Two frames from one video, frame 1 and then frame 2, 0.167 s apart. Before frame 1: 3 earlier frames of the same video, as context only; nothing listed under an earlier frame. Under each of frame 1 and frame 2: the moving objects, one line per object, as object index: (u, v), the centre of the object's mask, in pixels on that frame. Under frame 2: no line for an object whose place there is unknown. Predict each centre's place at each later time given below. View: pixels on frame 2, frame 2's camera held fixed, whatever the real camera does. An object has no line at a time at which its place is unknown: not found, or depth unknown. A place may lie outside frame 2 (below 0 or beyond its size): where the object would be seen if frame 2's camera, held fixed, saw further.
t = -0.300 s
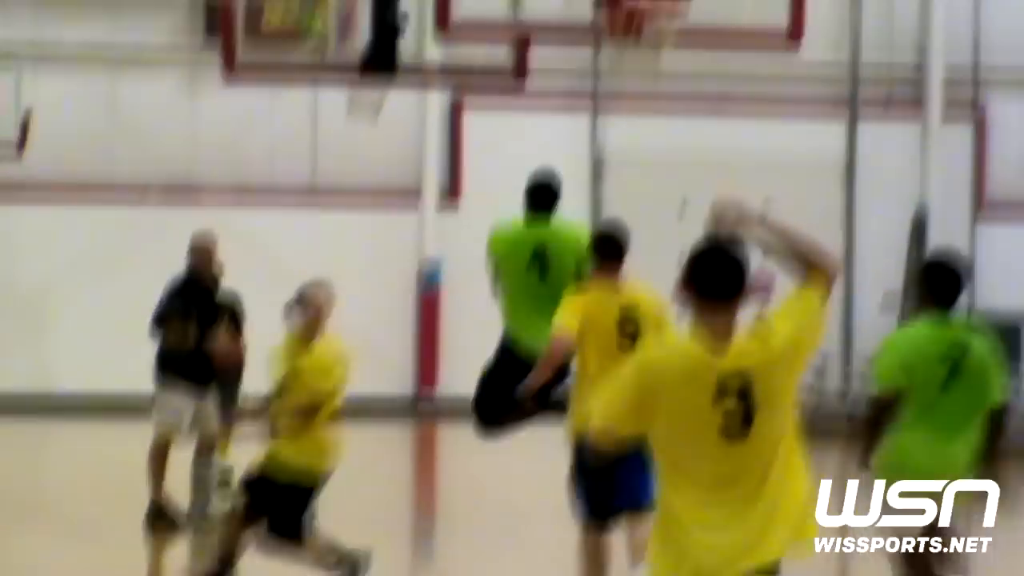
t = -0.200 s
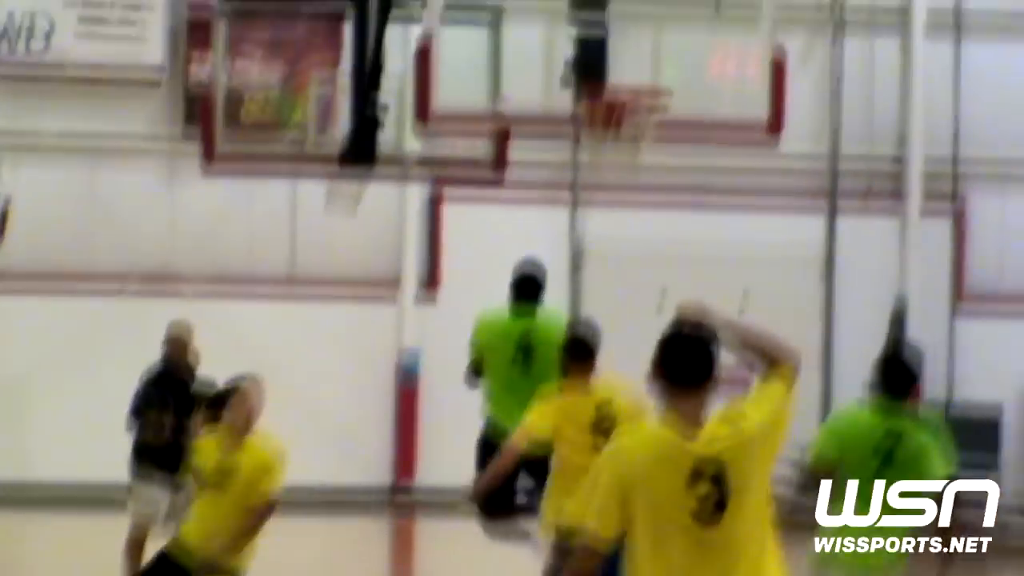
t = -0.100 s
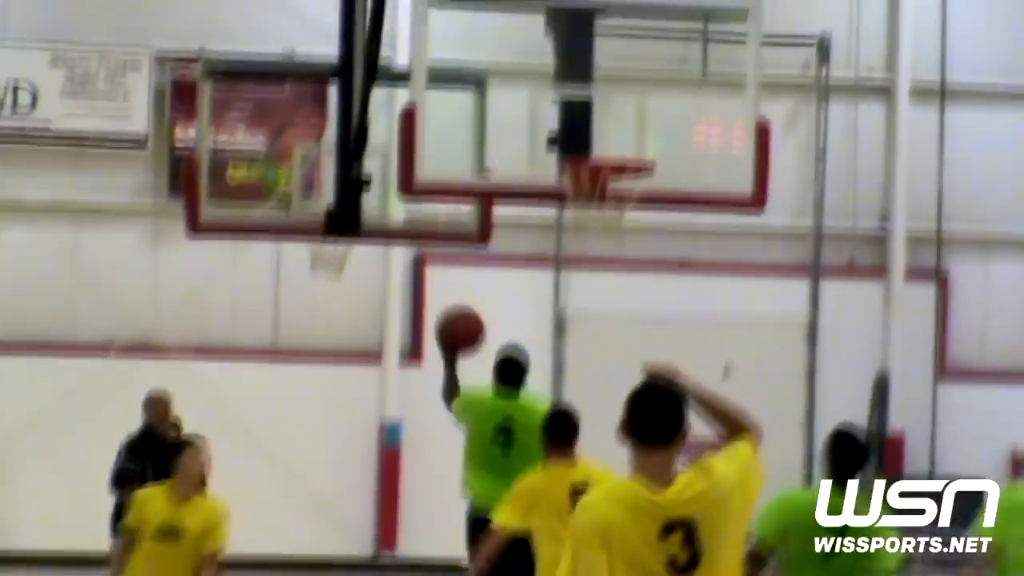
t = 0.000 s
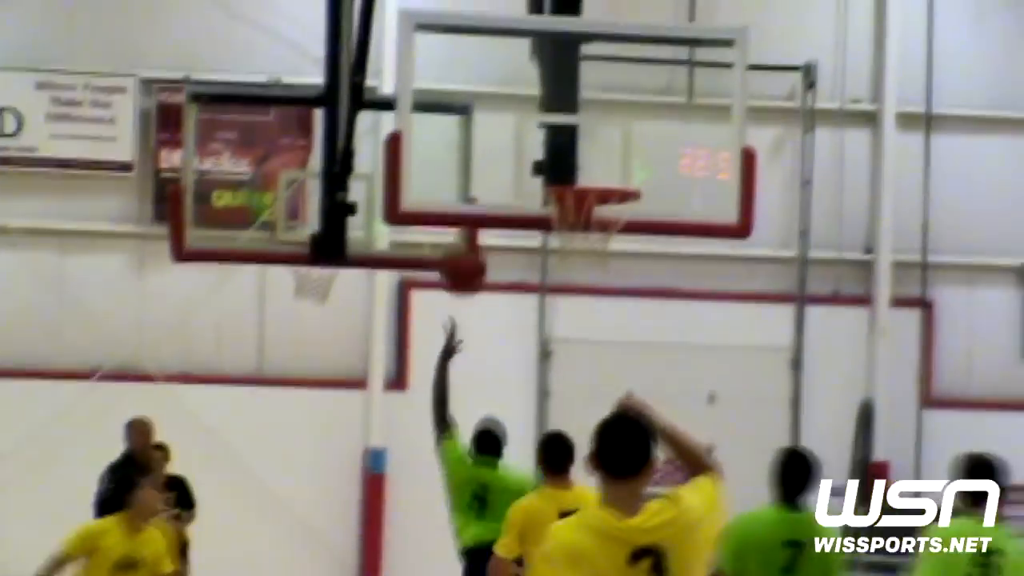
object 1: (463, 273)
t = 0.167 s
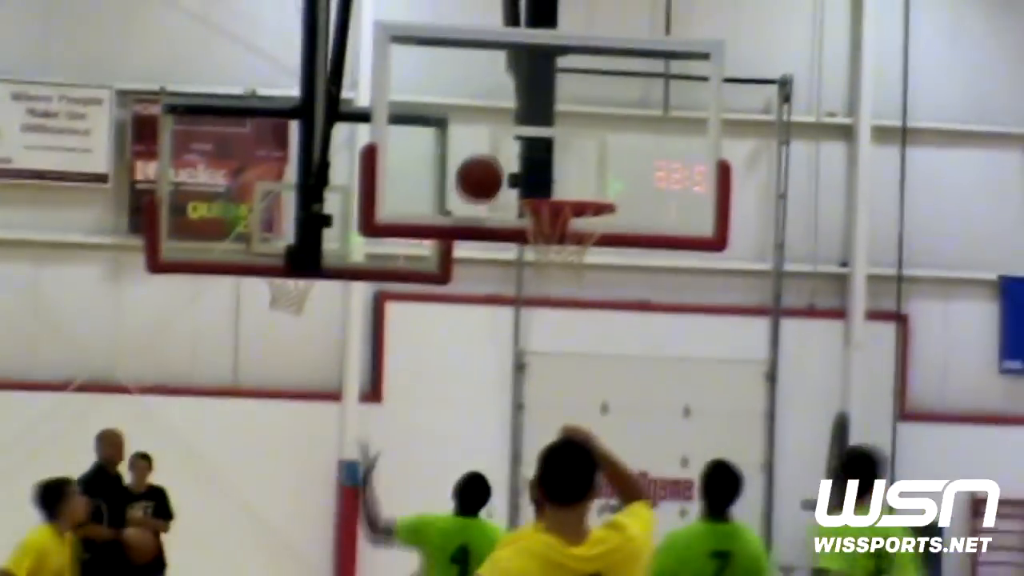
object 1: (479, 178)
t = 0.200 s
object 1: (489, 163)
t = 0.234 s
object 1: (497, 153)
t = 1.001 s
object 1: (555, 169)
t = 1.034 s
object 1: (560, 168)
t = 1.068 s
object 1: (561, 170)
